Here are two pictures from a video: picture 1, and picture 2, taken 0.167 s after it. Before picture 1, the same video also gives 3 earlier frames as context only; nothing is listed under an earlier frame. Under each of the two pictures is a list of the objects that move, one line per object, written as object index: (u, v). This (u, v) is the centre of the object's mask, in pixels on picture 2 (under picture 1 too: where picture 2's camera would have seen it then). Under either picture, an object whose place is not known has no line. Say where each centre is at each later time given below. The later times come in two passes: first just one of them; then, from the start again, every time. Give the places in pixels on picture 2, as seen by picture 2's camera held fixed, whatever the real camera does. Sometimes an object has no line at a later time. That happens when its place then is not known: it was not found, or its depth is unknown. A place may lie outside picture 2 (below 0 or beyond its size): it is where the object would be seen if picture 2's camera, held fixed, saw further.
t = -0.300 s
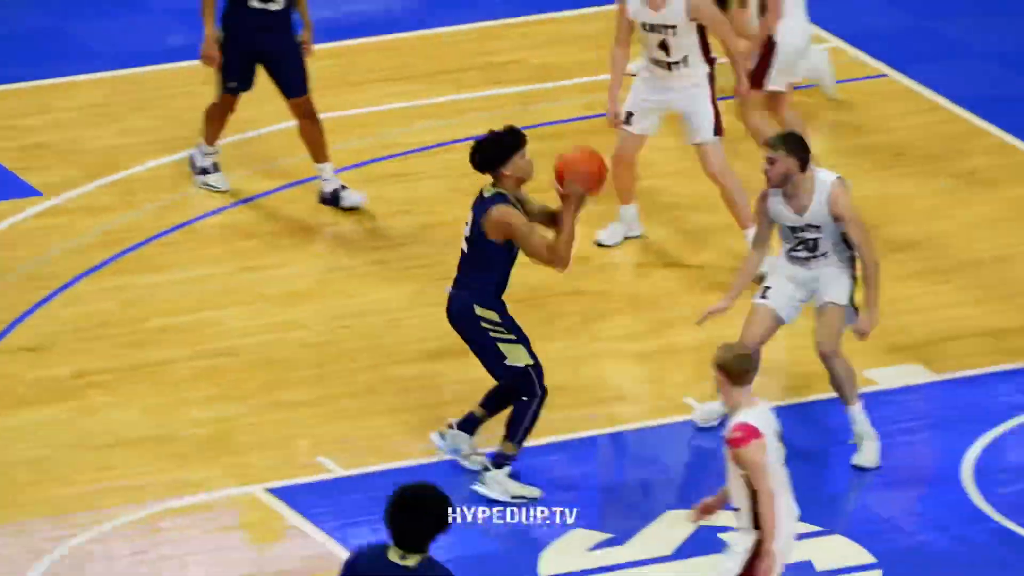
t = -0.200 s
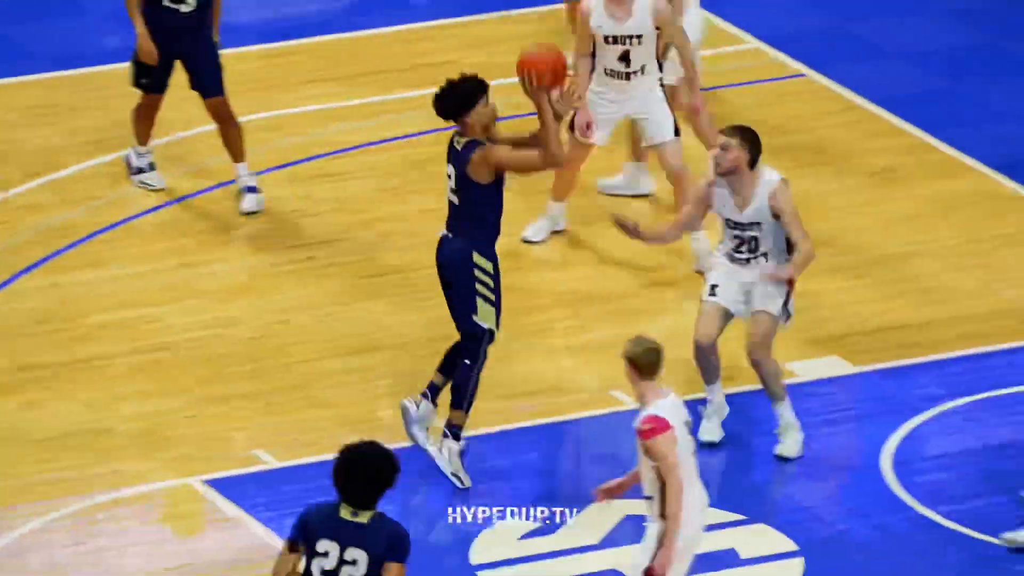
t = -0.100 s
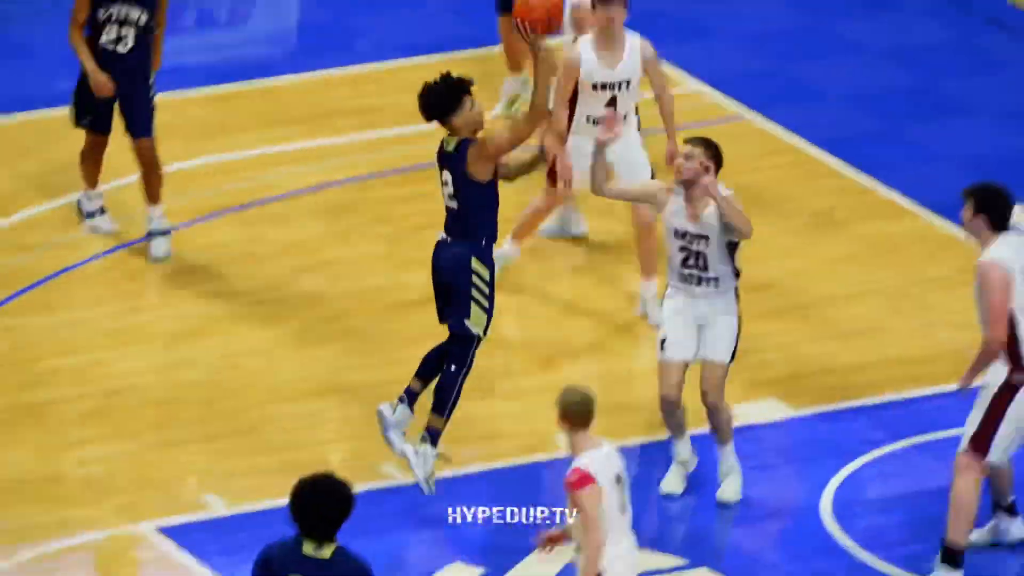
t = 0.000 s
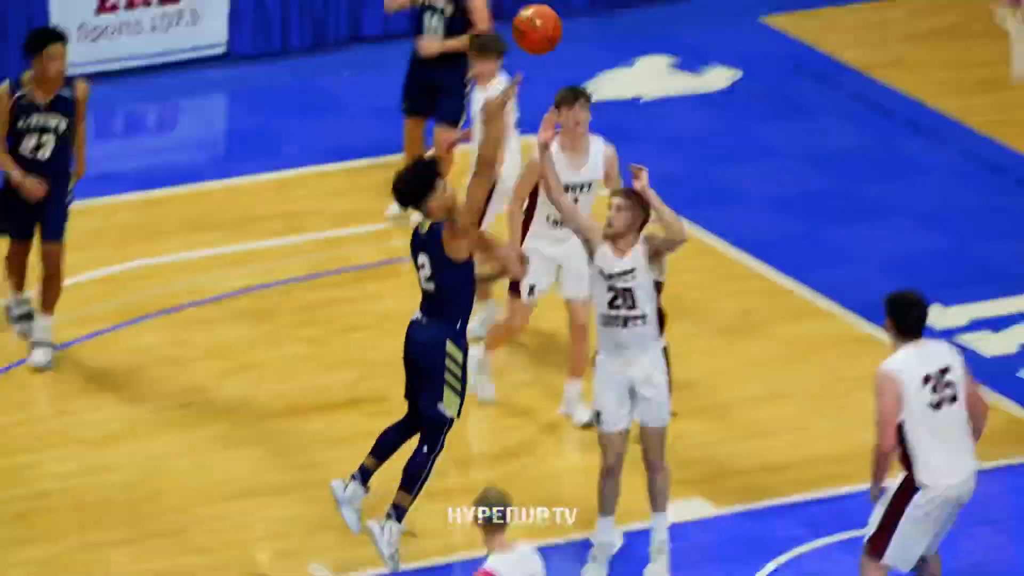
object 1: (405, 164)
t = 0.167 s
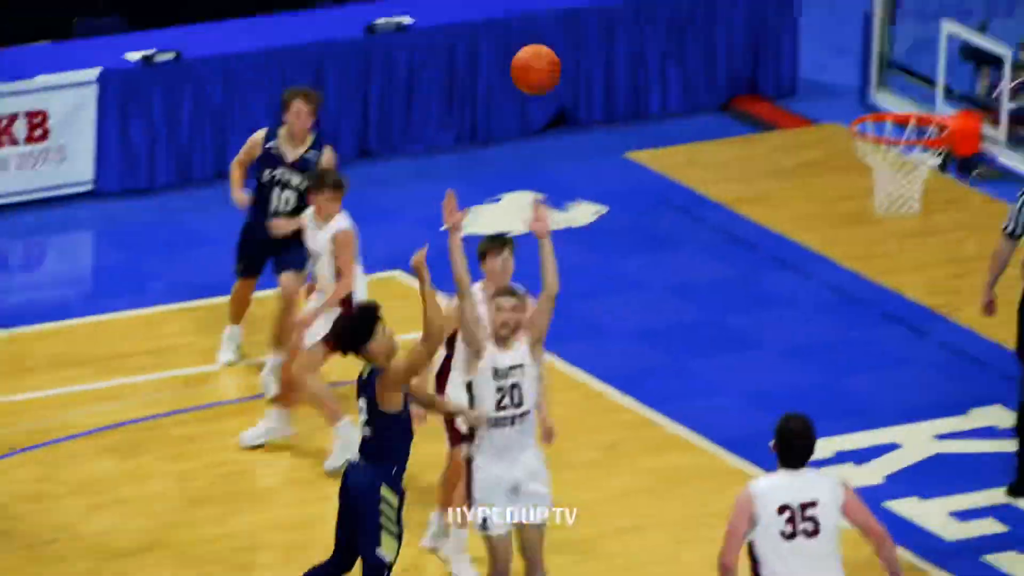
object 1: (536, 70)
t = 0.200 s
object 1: (560, 58)
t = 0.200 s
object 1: (560, 58)
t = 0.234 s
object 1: (585, 48)
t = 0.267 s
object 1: (611, 40)
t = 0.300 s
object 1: (637, 34)
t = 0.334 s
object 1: (662, 30)
